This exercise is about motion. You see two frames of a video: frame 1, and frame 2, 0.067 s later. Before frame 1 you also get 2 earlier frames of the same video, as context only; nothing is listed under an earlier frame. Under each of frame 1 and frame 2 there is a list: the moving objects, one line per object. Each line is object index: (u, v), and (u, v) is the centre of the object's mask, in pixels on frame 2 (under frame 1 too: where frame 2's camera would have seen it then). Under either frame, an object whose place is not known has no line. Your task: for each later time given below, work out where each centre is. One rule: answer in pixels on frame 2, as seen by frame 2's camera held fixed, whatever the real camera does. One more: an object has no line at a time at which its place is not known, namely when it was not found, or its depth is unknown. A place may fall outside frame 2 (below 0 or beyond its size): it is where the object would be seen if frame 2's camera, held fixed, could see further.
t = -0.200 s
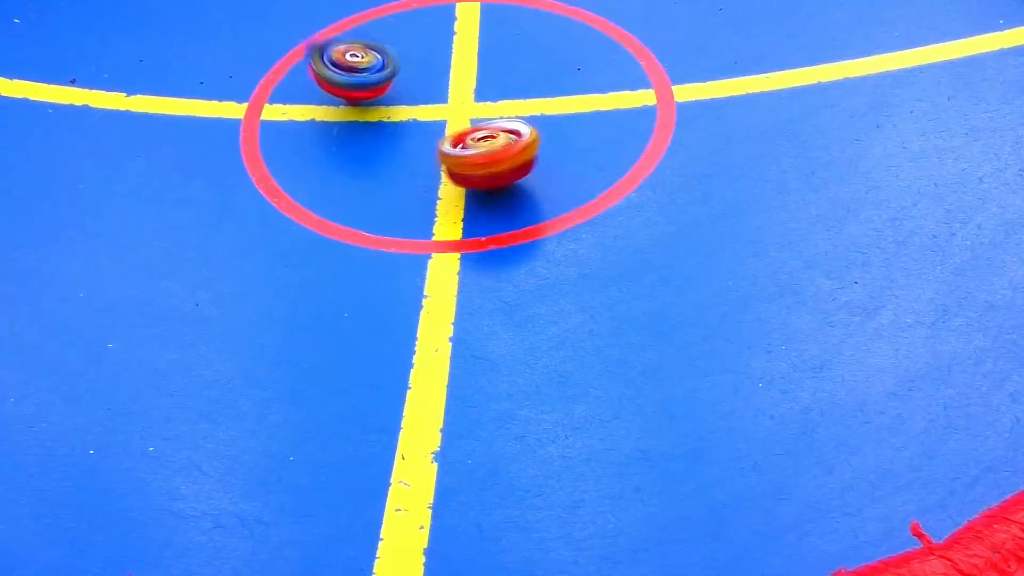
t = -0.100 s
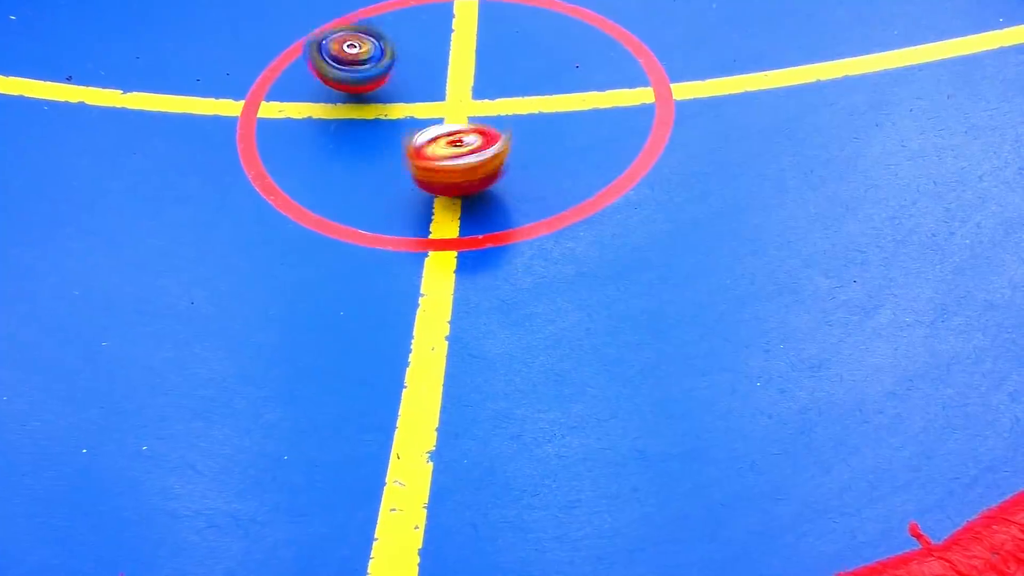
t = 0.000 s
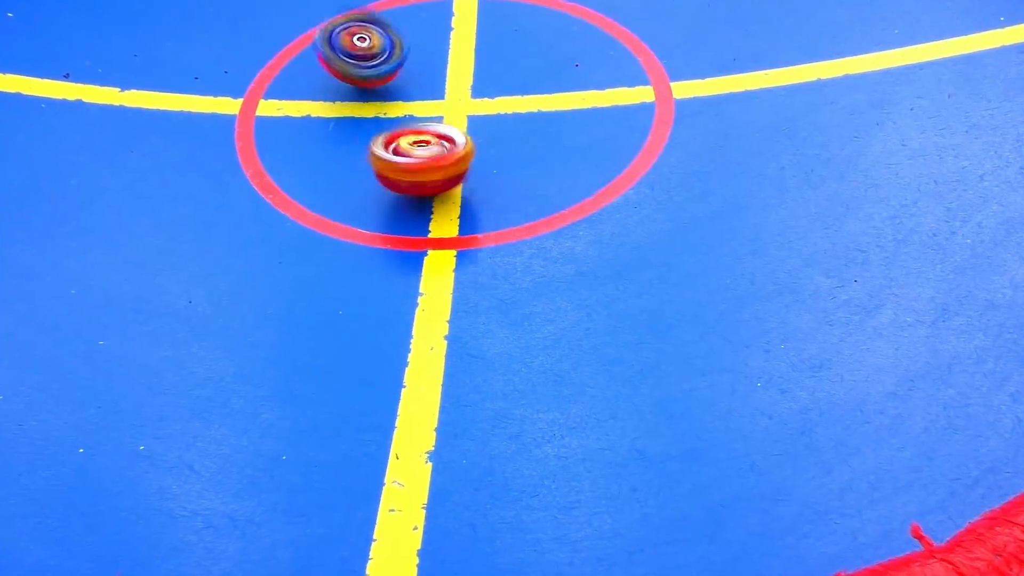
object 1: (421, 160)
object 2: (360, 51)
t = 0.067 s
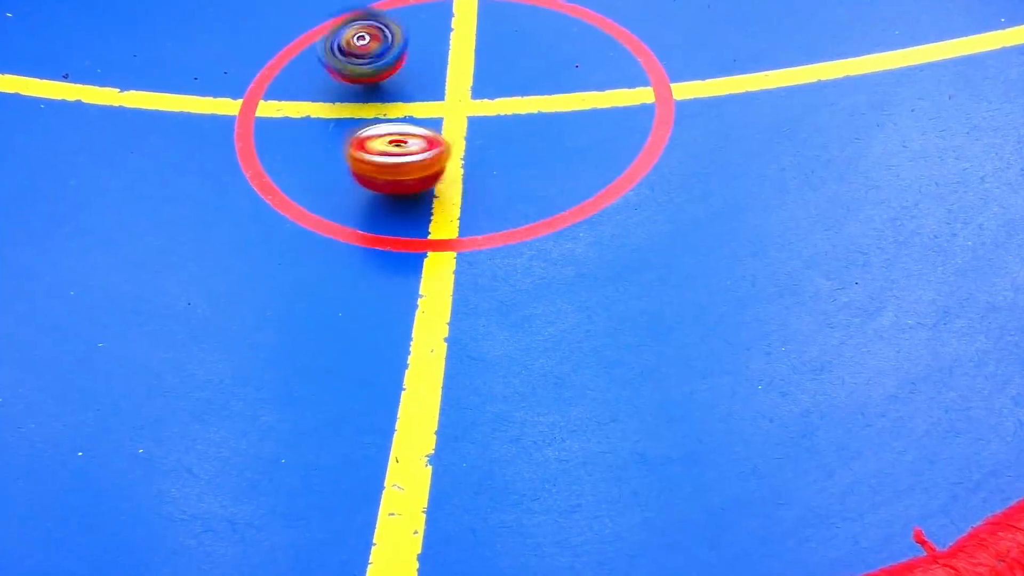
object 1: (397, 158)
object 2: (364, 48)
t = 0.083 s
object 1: (393, 158)
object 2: (366, 48)
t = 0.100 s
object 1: (386, 156)
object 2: (370, 47)
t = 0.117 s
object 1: (382, 156)
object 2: (374, 48)
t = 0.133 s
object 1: (376, 154)
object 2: (378, 48)
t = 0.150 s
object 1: (371, 153)
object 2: (381, 49)
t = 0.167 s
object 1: (366, 152)
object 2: (383, 49)
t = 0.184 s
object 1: (361, 149)
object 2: (385, 51)
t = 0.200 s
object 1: (357, 148)
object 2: (386, 50)
